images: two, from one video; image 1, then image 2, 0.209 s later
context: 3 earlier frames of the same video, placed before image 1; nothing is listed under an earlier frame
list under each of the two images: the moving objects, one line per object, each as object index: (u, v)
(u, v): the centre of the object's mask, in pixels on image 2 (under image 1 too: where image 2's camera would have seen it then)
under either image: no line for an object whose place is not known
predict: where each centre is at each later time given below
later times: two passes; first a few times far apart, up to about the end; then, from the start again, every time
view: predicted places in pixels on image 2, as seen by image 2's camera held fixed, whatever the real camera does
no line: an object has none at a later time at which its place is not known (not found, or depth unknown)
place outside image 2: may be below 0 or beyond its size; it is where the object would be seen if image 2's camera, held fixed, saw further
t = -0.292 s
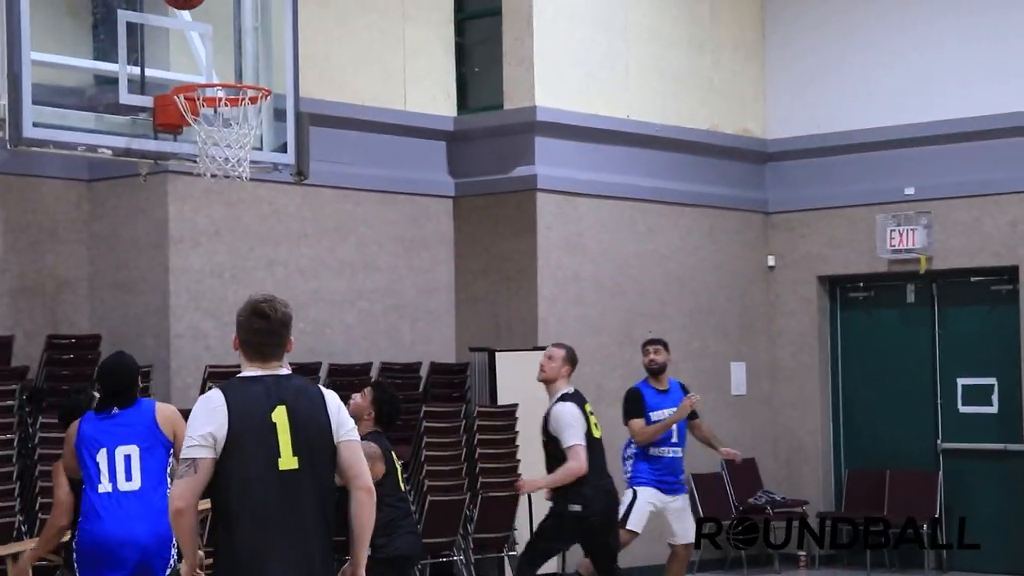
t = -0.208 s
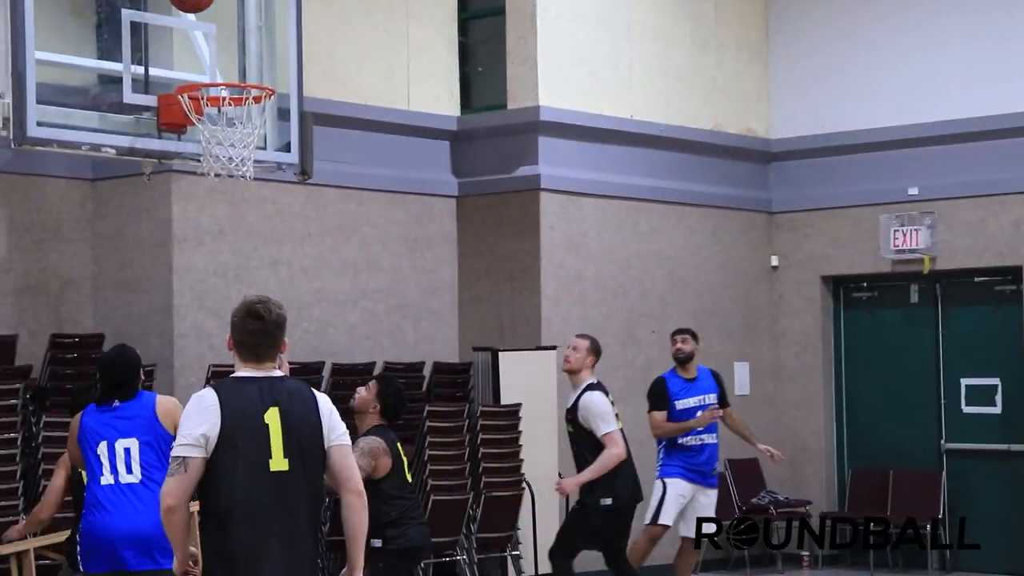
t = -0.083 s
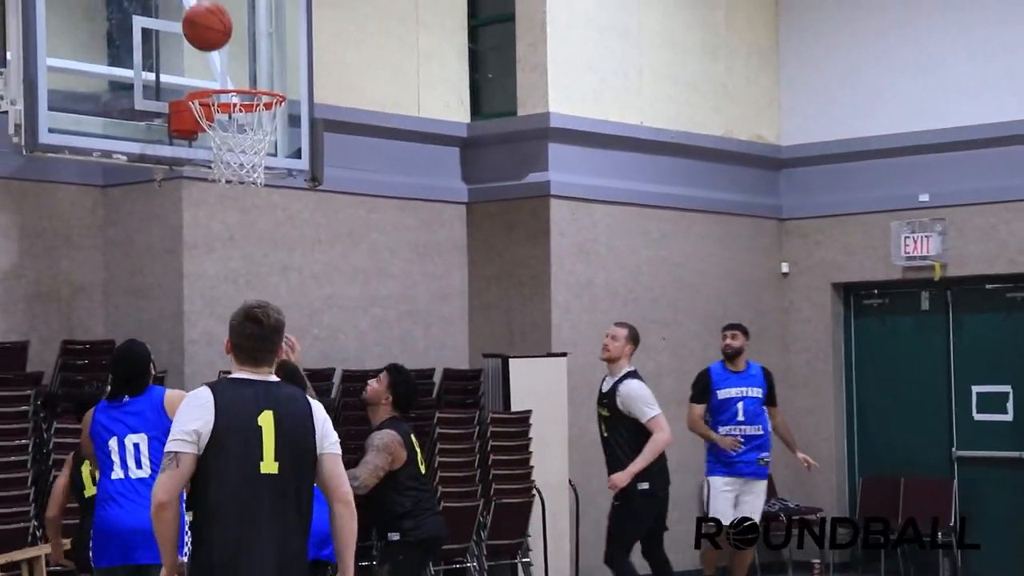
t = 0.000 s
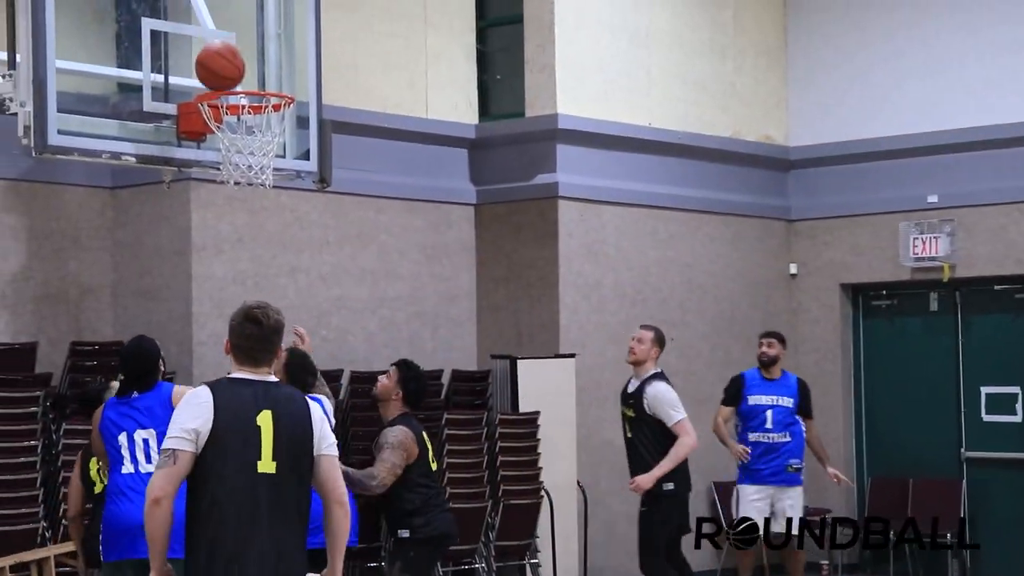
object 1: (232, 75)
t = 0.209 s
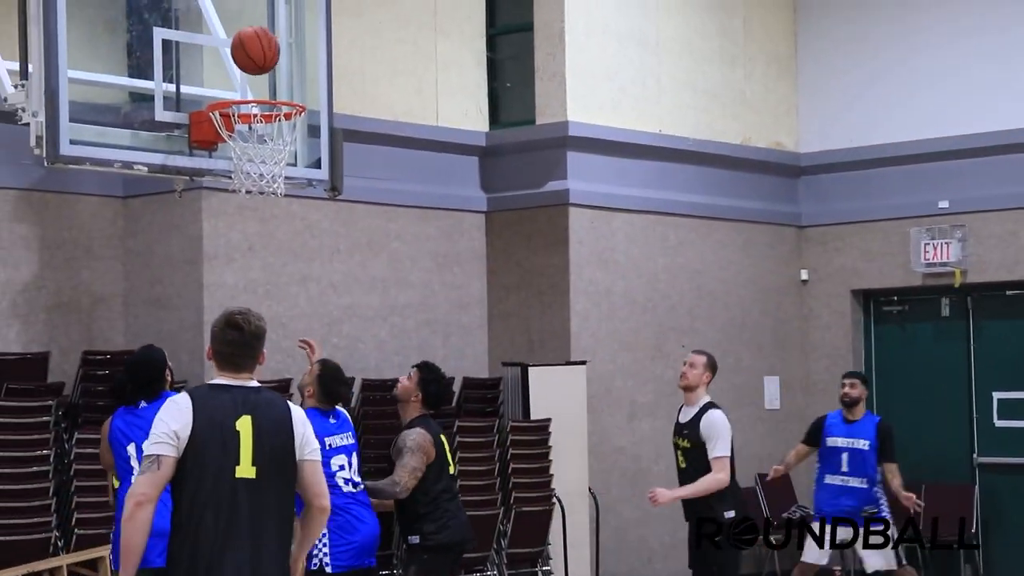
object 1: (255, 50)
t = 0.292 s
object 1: (266, 60)
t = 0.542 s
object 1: (255, 130)
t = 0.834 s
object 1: (231, 218)
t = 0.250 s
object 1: (260, 54)
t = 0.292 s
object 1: (266, 60)
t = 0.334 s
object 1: (271, 70)
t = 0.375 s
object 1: (276, 82)
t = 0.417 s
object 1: (279, 99)
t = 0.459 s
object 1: (271, 107)
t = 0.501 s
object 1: (263, 118)
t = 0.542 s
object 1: (255, 130)
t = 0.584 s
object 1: (244, 145)
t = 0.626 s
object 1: (237, 161)
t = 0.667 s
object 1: (233, 169)
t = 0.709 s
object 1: (234, 184)
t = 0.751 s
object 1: (232, 191)
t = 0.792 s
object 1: (231, 201)
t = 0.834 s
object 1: (231, 218)
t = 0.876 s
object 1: (231, 239)
